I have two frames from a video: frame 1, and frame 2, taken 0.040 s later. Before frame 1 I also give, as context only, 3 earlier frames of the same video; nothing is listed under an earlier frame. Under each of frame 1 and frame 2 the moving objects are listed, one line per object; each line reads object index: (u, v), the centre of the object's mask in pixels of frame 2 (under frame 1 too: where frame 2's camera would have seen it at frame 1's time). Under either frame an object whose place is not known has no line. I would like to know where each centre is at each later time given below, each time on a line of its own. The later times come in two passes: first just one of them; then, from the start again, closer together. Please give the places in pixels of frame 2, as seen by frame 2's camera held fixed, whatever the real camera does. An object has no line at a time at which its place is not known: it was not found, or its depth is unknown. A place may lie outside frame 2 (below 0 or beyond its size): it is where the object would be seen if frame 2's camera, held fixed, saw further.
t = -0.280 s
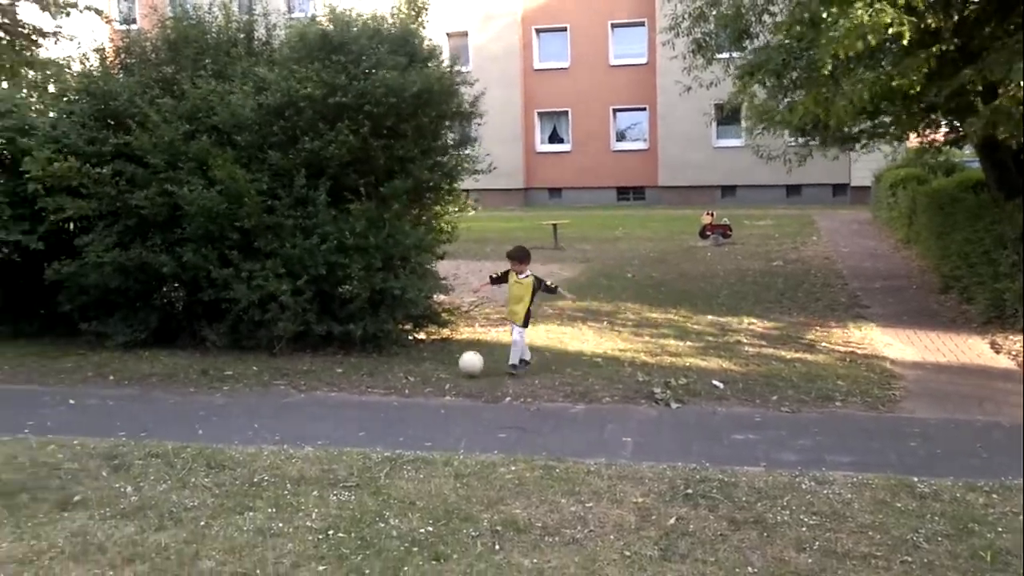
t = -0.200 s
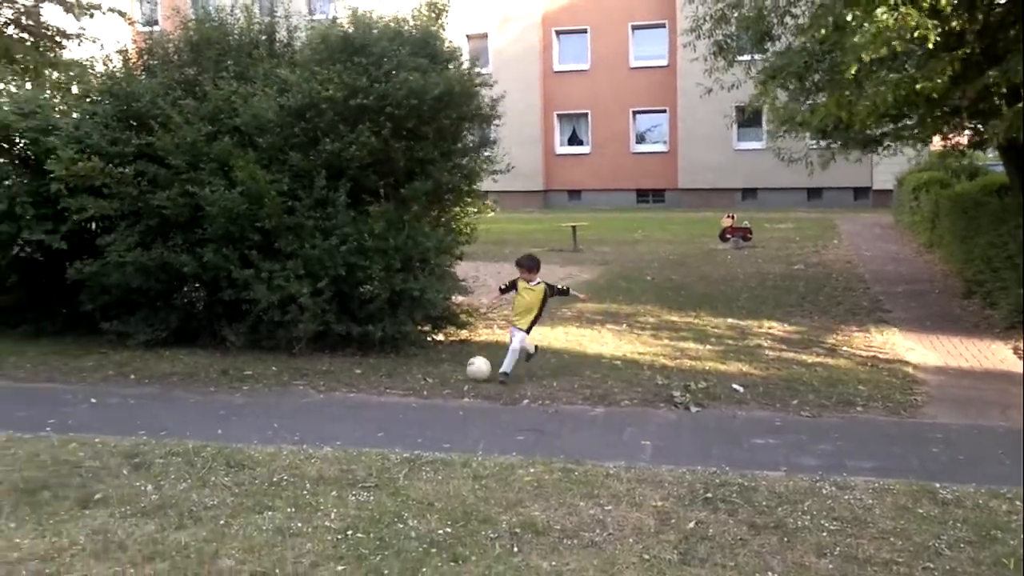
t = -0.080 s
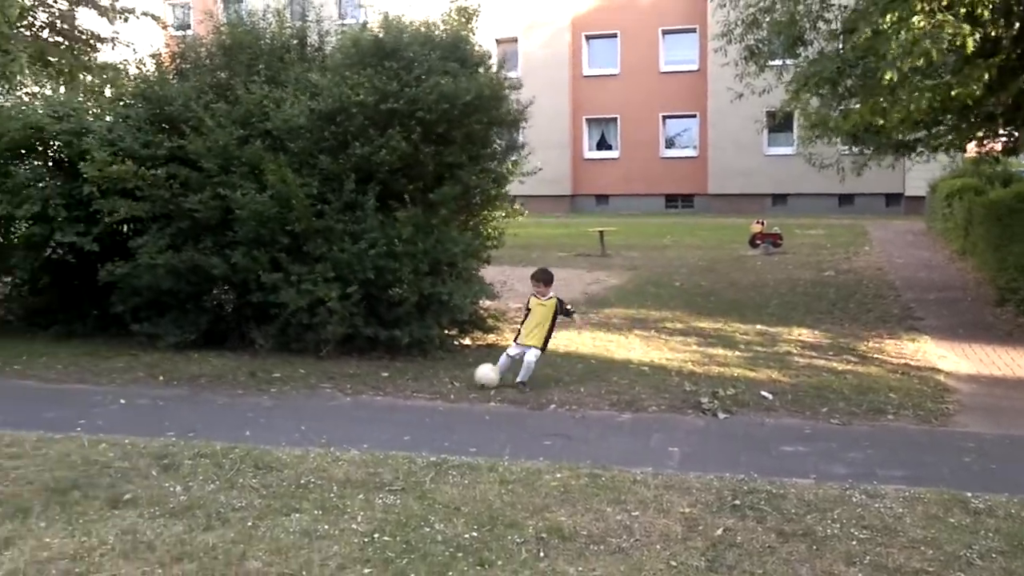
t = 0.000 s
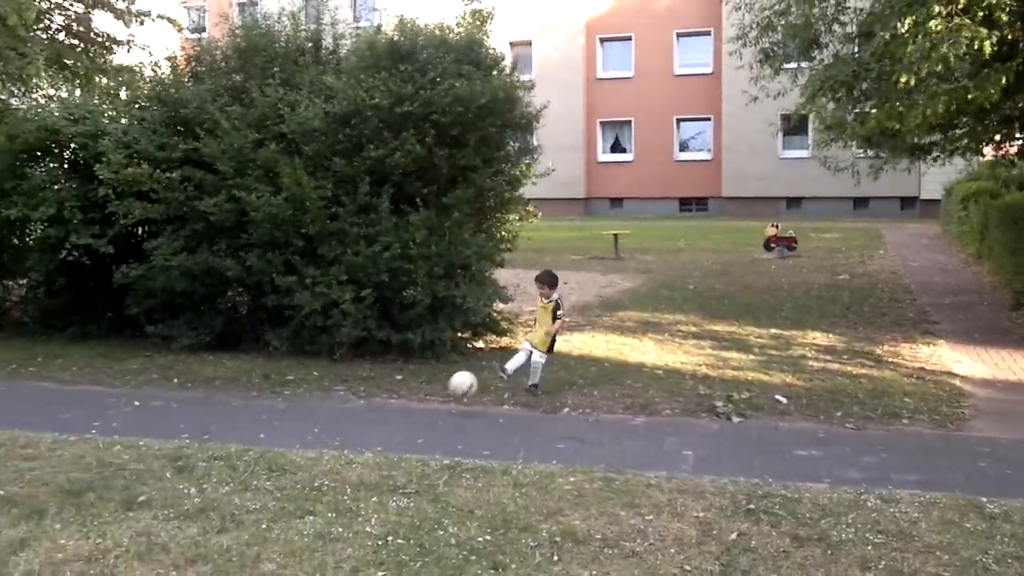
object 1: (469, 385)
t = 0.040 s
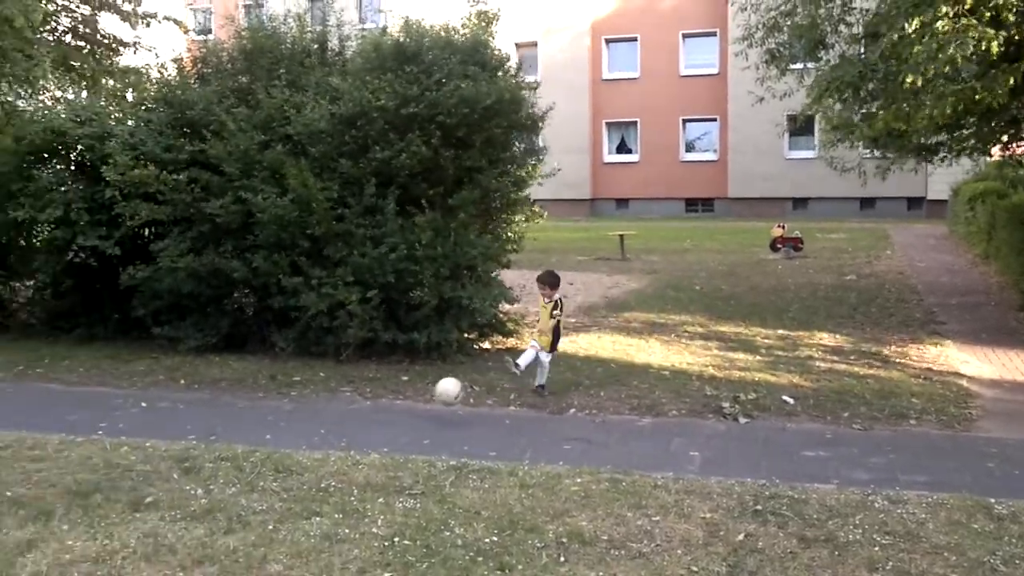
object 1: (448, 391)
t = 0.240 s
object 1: (322, 448)
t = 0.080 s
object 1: (426, 398)
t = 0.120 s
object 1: (404, 410)
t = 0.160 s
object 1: (377, 424)
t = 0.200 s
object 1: (350, 439)
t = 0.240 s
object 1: (322, 448)
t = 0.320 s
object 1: (294, 447)
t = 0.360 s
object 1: (300, 443)
